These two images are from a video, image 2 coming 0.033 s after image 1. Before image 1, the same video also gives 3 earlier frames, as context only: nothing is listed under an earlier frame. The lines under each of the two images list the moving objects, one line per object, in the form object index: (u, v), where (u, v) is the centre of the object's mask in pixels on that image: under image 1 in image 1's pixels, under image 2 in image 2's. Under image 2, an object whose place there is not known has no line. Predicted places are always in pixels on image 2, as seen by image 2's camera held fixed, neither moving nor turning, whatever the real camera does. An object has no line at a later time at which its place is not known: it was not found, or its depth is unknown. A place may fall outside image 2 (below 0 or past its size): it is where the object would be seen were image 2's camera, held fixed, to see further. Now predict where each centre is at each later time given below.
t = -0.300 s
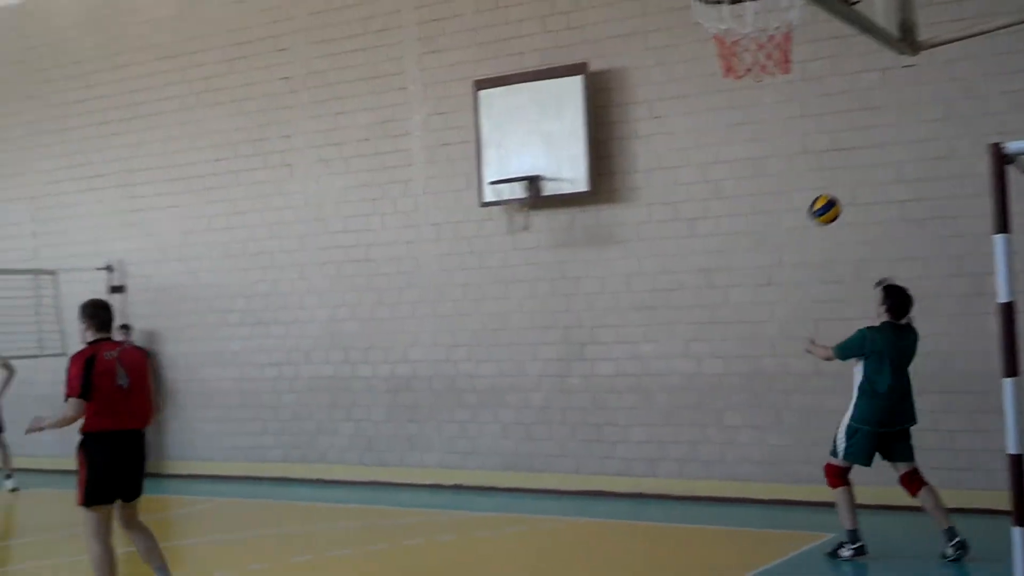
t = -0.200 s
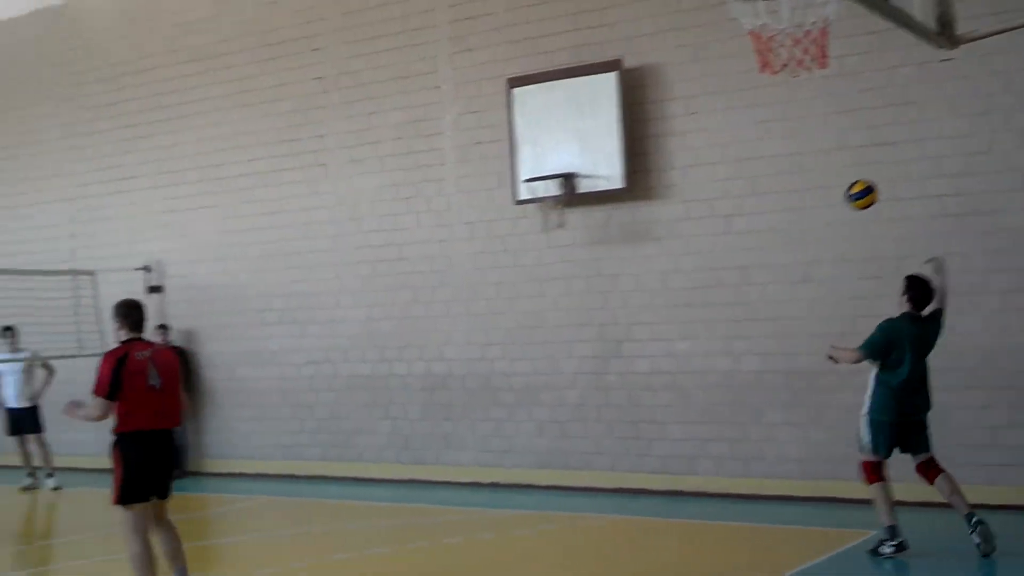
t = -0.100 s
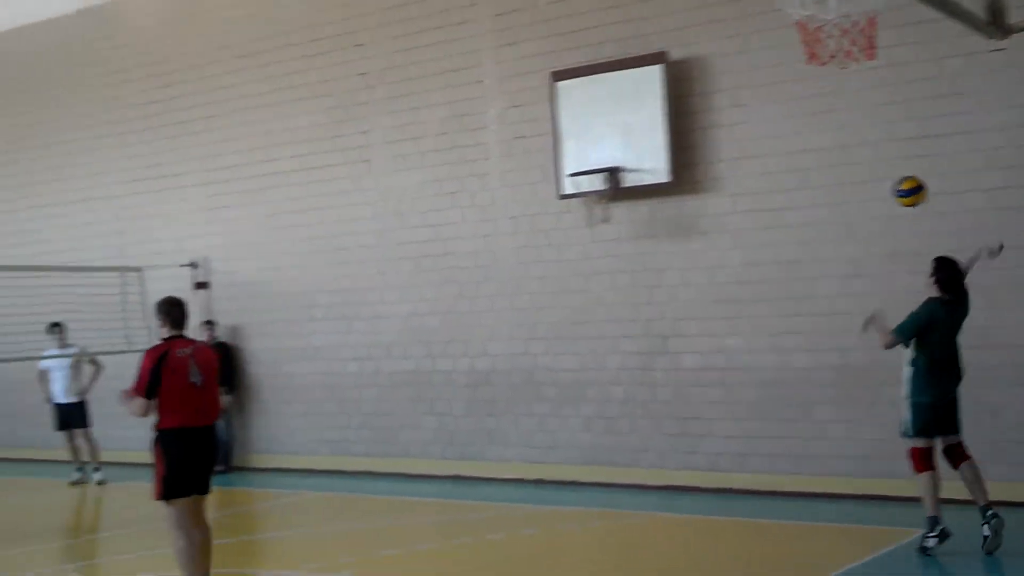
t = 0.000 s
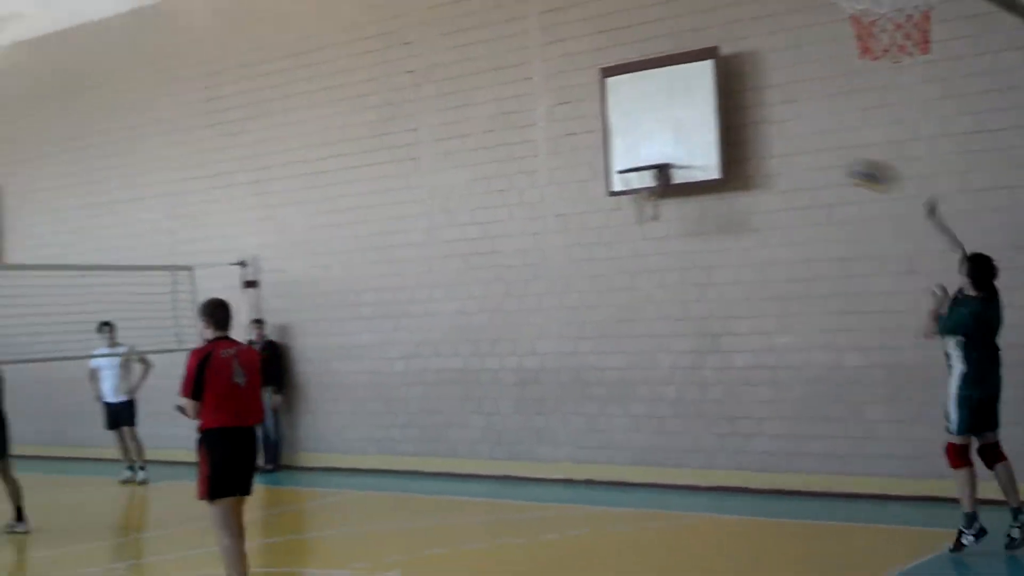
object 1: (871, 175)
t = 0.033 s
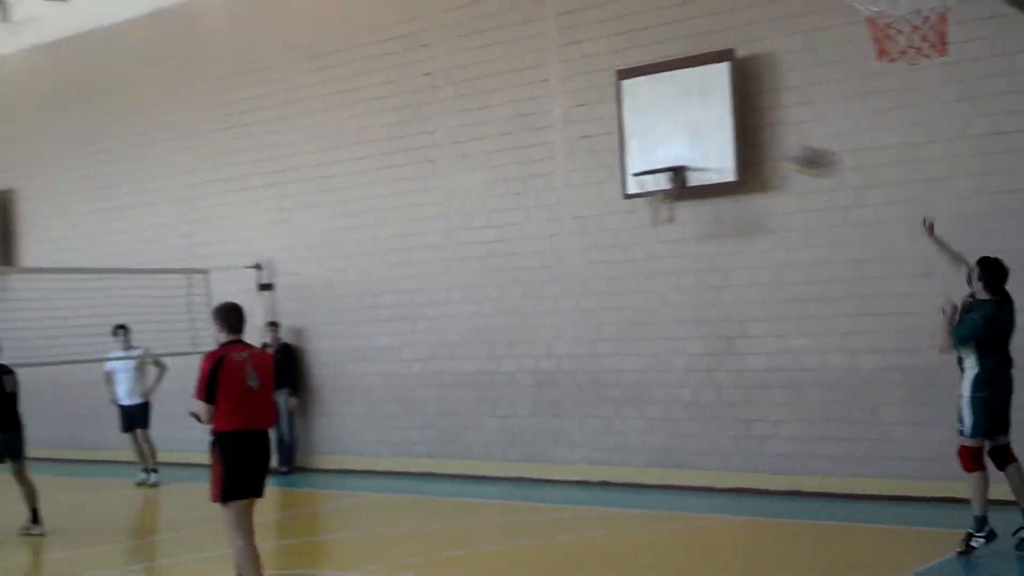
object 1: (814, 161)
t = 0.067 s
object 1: (738, 146)
